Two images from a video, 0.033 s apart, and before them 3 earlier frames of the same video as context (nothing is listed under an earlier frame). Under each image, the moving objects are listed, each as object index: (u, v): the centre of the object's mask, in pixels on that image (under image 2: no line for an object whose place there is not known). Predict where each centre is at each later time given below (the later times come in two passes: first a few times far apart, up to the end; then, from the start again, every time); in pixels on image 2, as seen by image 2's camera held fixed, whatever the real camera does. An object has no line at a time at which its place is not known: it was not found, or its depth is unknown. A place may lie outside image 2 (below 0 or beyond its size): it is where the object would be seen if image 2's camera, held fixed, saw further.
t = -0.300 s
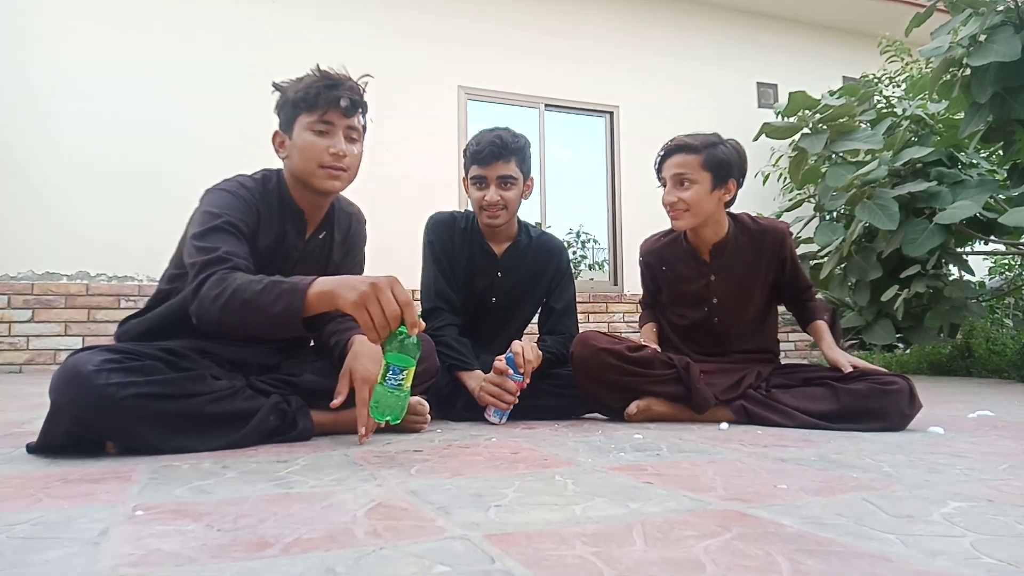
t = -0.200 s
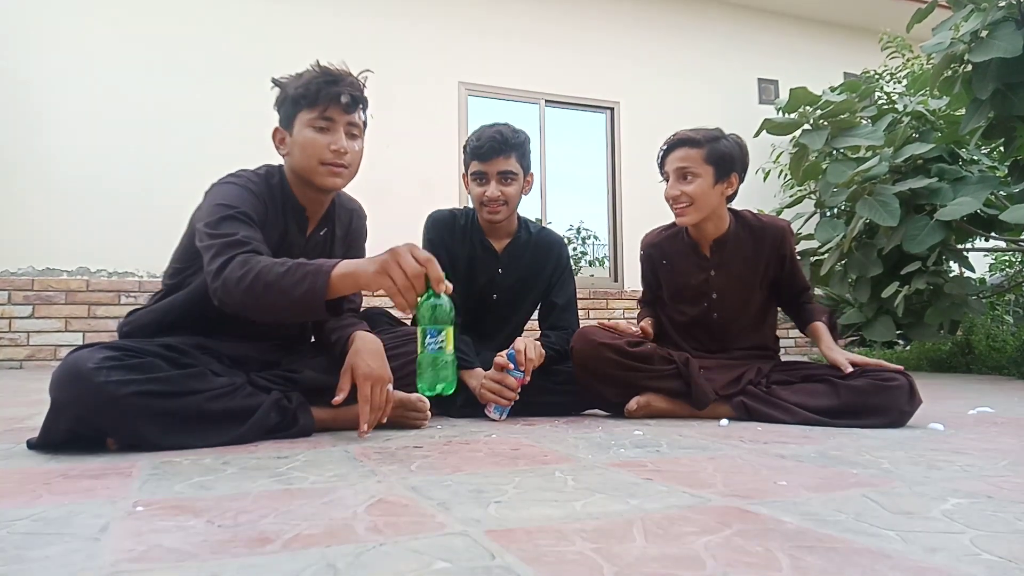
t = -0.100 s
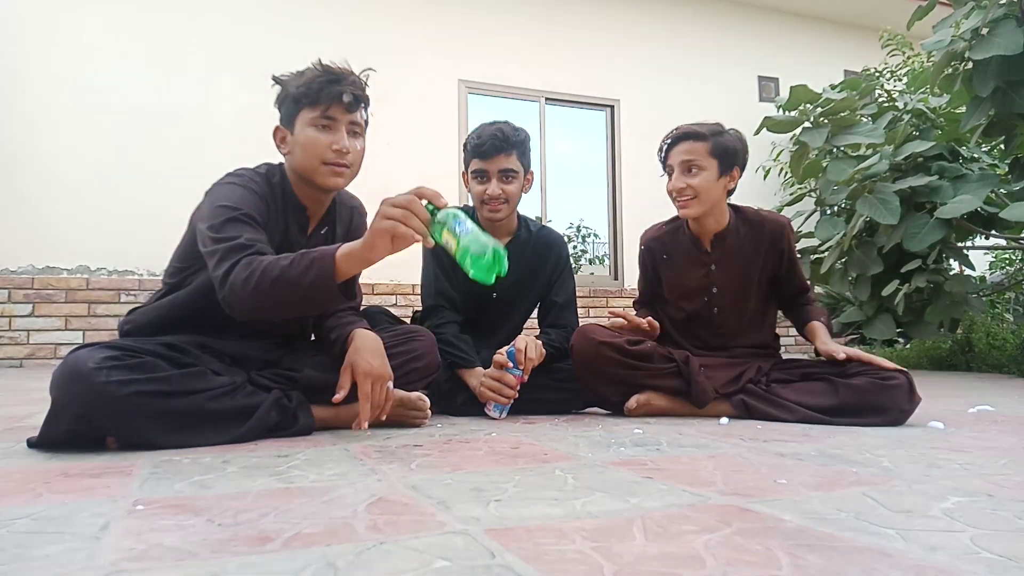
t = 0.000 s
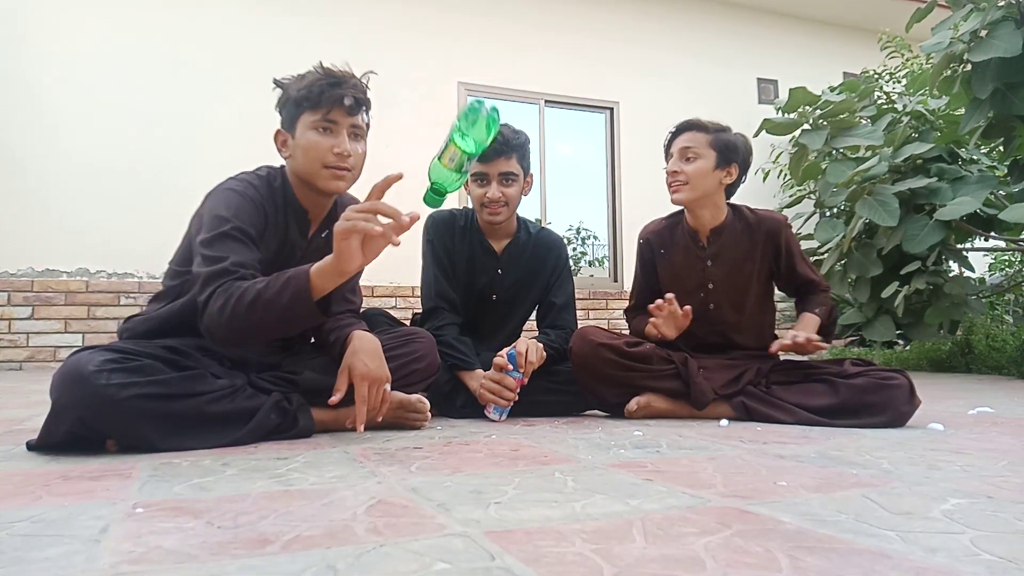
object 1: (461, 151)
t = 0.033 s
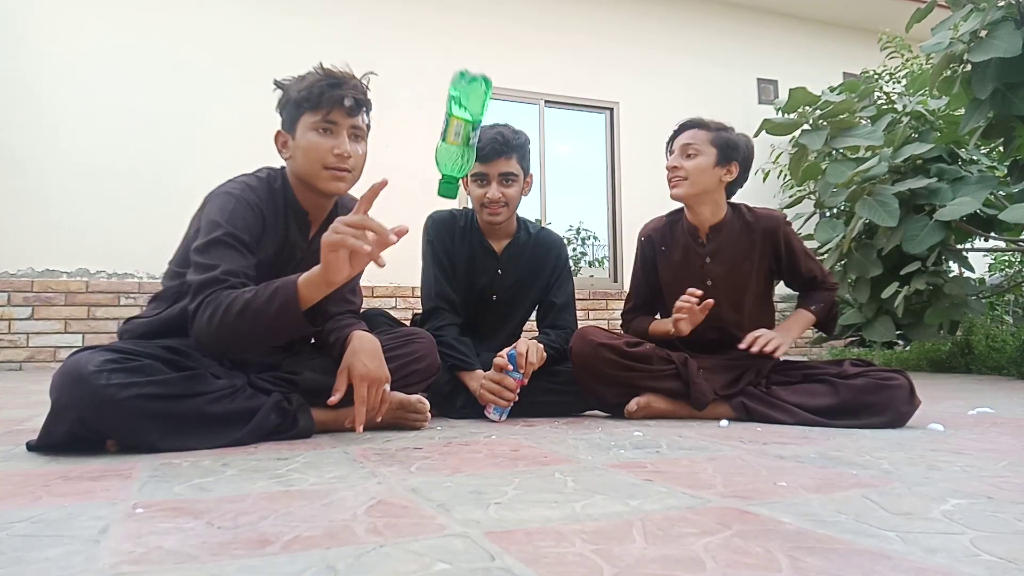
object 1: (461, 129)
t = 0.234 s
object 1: (458, 93)
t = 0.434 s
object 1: (429, 376)
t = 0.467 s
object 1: (423, 411)
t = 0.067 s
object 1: (463, 109)
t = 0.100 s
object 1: (464, 94)
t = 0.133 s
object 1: (463, 81)
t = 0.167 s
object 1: (462, 76)
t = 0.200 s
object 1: (461, 80)
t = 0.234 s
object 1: (458, 93)
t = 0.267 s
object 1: (454, 116)
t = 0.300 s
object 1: (449, 149)
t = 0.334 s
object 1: (444, 192)
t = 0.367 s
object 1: (439, 244)
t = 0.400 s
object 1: (434, 306)
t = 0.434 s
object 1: (429, 376)
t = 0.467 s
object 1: (423, 411)
